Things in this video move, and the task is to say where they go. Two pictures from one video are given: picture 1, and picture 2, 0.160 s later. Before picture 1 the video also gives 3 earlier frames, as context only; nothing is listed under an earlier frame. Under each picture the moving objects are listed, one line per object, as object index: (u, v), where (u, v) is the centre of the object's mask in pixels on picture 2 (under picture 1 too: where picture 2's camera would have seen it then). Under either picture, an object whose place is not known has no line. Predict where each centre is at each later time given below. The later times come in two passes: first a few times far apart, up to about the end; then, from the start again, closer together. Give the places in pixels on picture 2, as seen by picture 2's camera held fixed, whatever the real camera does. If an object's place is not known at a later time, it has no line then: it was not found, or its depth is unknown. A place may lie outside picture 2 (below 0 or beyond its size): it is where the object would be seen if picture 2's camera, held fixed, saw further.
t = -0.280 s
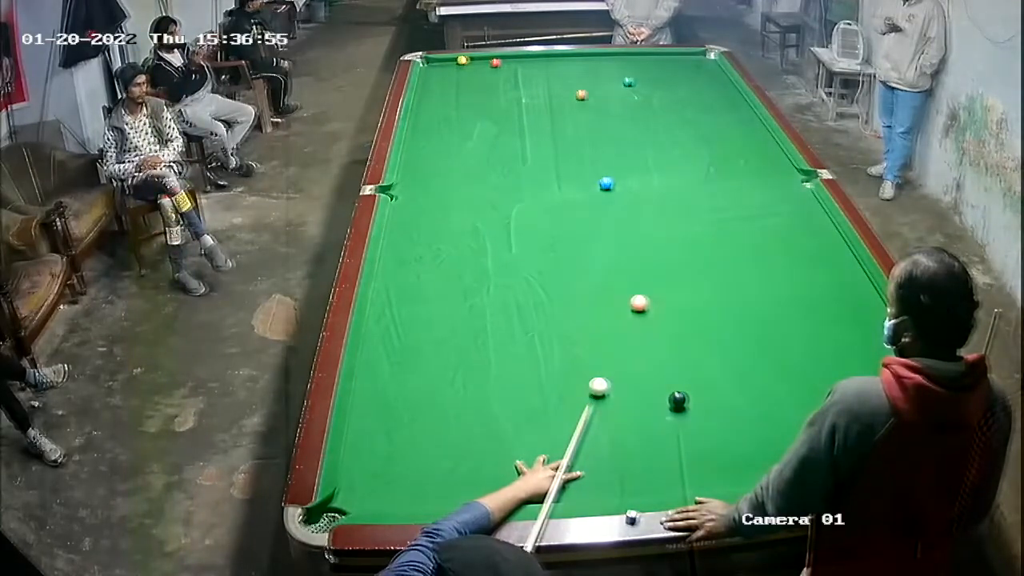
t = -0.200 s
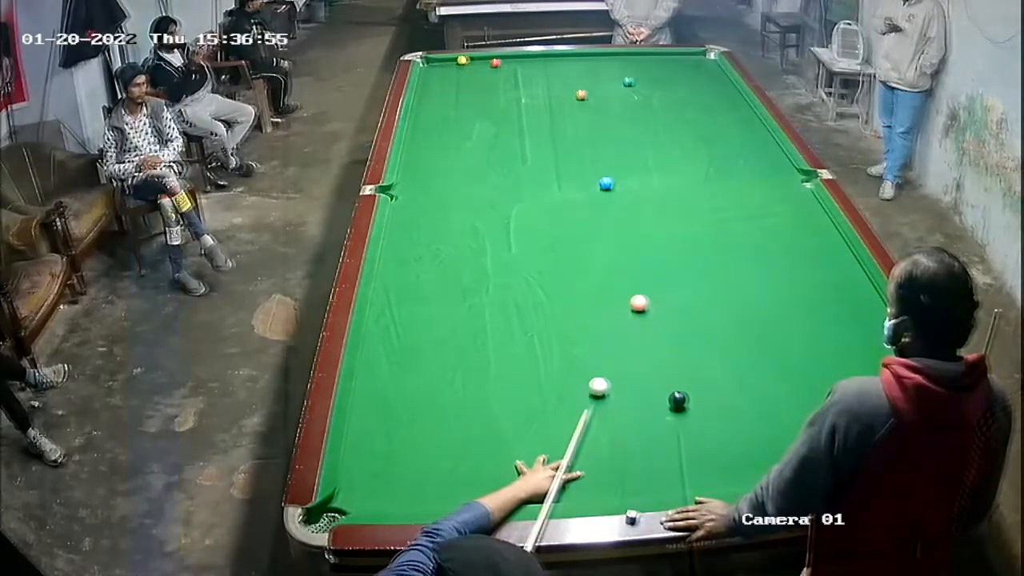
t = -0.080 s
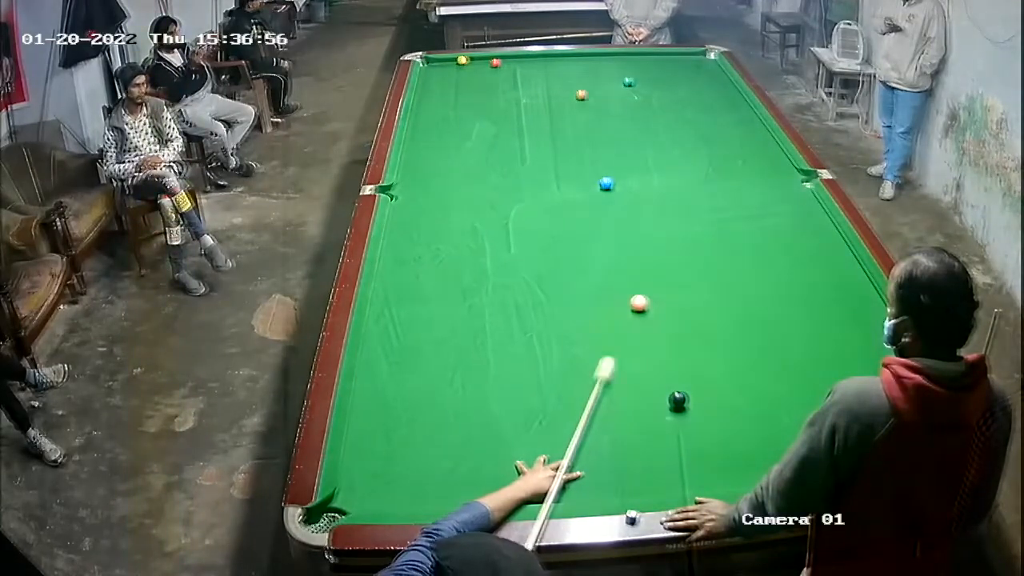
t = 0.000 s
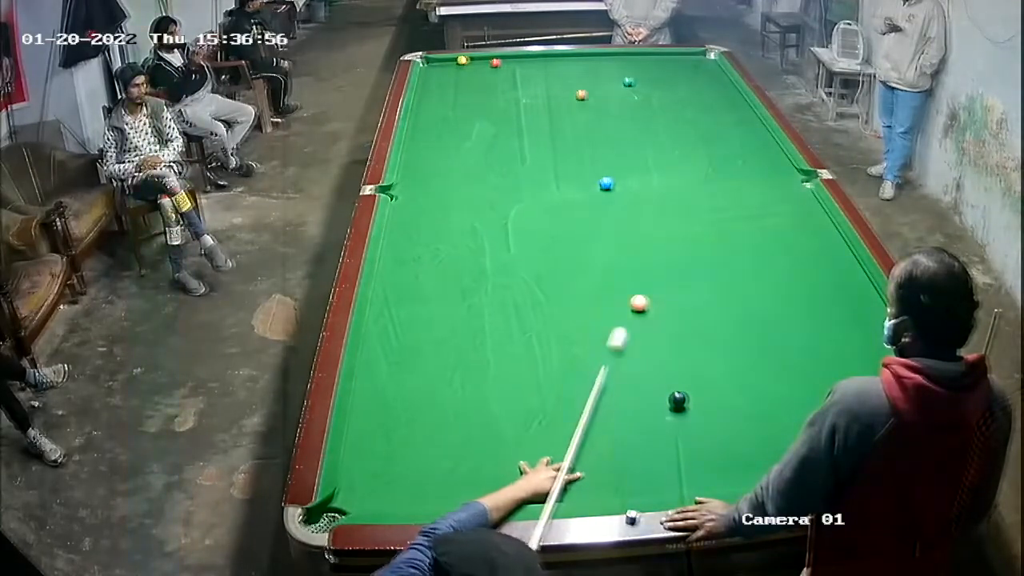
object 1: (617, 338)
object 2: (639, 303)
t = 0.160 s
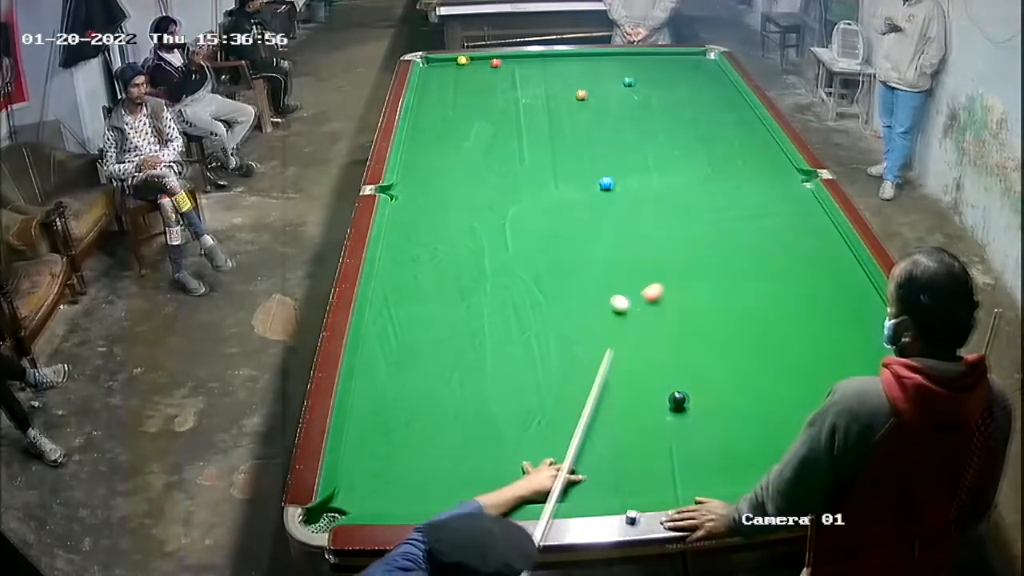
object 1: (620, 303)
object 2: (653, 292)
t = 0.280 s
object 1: (607, 289)
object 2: (674, 277)
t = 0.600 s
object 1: (580, 253)
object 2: (719, 243)
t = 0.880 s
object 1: (560, 227)
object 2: (753, 219)
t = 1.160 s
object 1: (543, 203)
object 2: (782, 197)
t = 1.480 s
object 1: (527, 181)
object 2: (807, 179)
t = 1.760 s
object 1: (515, 165)
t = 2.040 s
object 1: (504, 150)
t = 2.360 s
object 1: (494, 136)
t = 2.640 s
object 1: (486, 125)
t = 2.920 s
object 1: (479, 116)
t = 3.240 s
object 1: (472, 107)
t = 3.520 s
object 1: (467, 100)
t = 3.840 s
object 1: (462, 94)
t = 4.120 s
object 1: (459, 88)
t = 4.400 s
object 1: (457, 84)
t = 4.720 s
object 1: (455, 80)
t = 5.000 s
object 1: (453, 77)
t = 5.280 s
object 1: (452, 75)
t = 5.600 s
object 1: (450, 73)
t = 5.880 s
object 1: (449, 71)
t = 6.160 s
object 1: (449, 71)
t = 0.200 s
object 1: (615, 299)
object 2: (660, 287)
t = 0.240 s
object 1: (610, 294)
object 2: (668, 282)
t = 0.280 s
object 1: (607, 289)
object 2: (674, 277)
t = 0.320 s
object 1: (603, 284)
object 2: (680, 273)
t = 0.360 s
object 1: (599, 279)
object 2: (686, 268)
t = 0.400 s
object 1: (596, 274)
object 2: (692, 264)
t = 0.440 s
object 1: (593, 270)
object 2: (698, 260)
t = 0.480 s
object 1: (589, 265)
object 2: (704, 255)
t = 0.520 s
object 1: (586, 261)
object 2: (709, 251)
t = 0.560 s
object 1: (583, 257)
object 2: (714, 247)
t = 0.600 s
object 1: (580, 253)
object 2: (719, 243)
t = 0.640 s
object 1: (577, 249)
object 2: (725, 240)
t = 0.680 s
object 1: (574, 245)
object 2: (730, 236)
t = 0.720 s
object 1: (571, 241)
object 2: (735, 232)
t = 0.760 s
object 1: (568, 237)
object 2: (740, 229)
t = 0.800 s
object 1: (566, 233)
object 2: (744, 225)
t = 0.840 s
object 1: (563, 230)
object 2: (749, 222)
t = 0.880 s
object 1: (560, 227)
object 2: (753, 219)
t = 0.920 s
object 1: (557, 223)
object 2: (758, 215)
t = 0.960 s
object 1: (555, 219)
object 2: (763, 212)
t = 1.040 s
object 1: (551, 213)
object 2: (770, 207)
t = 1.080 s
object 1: (548, 210)
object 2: (774, 204)
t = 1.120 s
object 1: (546, 206)
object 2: (779, 200)
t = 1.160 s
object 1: (543, 203)
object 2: (782, 197)
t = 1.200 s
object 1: (541, 200)
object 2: (786, 195)
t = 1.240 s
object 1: (539, 197)
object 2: (789, 192)
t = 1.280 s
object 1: (537, 194)
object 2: (793, 189)
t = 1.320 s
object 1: (535, 191)
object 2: (796, 187)
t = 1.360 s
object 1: (533, 189)
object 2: (799, 184)
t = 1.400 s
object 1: (531, 186)
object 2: (802, 182)
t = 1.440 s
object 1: (529, 183)
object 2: (805, 180)
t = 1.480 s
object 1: (527, 181)
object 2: (807, 179)
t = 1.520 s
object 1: (525, 178)
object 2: (808, 181)
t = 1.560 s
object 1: (523, 176)
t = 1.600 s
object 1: (522, 174)
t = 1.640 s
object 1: (520, 171)
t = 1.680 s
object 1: (518, 169)
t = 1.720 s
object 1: (517, 167)
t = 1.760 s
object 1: (515, 165)
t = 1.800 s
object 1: (513, 162)
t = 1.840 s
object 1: (512, 160)
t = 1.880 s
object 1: (510, 158)
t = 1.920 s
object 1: (509, 156)
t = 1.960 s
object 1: (507, 154)
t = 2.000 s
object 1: (506, 152)
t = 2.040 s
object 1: (504, 150)
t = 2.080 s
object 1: (503, 148)
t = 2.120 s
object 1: (502, 146)
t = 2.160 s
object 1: (500, 145)
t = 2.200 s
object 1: (499, 143)
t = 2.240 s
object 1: (497, 141)
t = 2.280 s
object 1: (496, 139)
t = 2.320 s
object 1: (495, 138)
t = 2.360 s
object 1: (494, 136)
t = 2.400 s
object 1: (493, 134)
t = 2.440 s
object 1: (492, 133)
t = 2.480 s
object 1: (490, 131)
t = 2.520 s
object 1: (489, 130)
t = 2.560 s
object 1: (488, 128)
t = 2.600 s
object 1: (487, 127)
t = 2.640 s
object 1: (486, 125)
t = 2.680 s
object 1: (485, 124)
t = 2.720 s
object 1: (484, 122)
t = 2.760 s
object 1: (483, 121)
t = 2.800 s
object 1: (482, 120)
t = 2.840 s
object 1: (481, 118)
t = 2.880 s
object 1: (480, 117)
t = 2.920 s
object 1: (479, 116)
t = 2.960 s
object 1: (478, 115)
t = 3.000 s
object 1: (477, 114)
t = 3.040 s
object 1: (476, 112)
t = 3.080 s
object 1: (475, 111)
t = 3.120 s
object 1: (474, 110)
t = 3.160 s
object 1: (473, 109)
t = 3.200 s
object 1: (473, 108)
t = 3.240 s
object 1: (472, 107)
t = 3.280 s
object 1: (471, 106)
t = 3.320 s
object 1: (470, 105)
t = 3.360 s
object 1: (469, 104)
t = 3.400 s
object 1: (469, 103)
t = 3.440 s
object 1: (468, 102)
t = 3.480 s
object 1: (468, 101)
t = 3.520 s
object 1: (467, 100)
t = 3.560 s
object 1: (467, 99)
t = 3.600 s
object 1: (466, 98)
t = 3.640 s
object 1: (465, 97)
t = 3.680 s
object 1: (464, 97)
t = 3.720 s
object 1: (464, 96)
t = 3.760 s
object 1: (463, 95)
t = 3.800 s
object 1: (463, 94)
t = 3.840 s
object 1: (462, 94)
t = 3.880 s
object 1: (462, 93)
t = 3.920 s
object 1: (461, 92)
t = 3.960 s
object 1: (461, 91)
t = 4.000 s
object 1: (461, 90)
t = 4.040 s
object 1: (460, 90)
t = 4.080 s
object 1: (460, 89)
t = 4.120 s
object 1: (459, 88)
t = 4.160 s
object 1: (459, 88)
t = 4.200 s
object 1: (458, 87)
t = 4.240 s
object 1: (458, 86)
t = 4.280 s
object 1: (458, 86)
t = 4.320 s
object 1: (457, 85)
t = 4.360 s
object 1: (457, 84)
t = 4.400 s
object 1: (457, 84)
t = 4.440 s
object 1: (457, 83)
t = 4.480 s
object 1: (457, 83)
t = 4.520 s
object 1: (456, 82)
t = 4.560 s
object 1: (456, 82)
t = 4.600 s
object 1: (456, 81)
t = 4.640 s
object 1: (456, 81)
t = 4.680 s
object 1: (455, 80)
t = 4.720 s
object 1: (455, 80)
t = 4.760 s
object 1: (454, 79)
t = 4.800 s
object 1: (454, 79)
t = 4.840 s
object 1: (454, 79)
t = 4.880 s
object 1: (454, 78)
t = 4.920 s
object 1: (453, 78)
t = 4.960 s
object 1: (453, 77)
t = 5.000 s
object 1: (453, 77)
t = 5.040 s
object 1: (453, 76)
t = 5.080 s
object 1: (453, 76)
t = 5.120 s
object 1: (453, 76)
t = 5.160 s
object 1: (452, 75)
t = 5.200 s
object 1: (452, 75)
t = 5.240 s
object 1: (452, 75)
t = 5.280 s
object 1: (452, 75)
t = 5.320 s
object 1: (452, 74)
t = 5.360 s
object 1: (452, 74)
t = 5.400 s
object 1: (451, 74)
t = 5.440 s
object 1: (451, 73)
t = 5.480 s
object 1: (451, 73)
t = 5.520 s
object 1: (451, 73)
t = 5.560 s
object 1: (450, 73)
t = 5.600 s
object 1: (450, 73)
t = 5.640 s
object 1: (450, 72)
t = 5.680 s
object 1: (450, 72)
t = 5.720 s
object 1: (450, 72)
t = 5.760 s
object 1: (450, 72)
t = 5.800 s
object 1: (450, 72)
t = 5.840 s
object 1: (450, 72)
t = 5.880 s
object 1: (449, 71)
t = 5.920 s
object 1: (449, 71)
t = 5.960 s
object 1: (449, 71)
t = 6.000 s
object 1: (449, 71)
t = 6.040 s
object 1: (449, 71)
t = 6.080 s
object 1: (449, 71)
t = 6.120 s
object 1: (449, 71)
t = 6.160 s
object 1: (449, 71)
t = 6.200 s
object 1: (449, 71)
